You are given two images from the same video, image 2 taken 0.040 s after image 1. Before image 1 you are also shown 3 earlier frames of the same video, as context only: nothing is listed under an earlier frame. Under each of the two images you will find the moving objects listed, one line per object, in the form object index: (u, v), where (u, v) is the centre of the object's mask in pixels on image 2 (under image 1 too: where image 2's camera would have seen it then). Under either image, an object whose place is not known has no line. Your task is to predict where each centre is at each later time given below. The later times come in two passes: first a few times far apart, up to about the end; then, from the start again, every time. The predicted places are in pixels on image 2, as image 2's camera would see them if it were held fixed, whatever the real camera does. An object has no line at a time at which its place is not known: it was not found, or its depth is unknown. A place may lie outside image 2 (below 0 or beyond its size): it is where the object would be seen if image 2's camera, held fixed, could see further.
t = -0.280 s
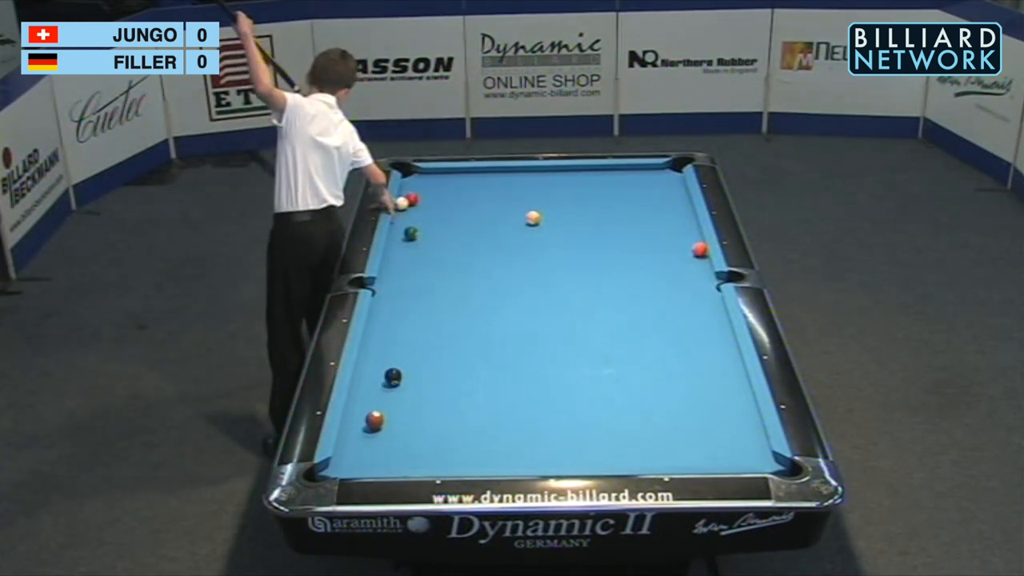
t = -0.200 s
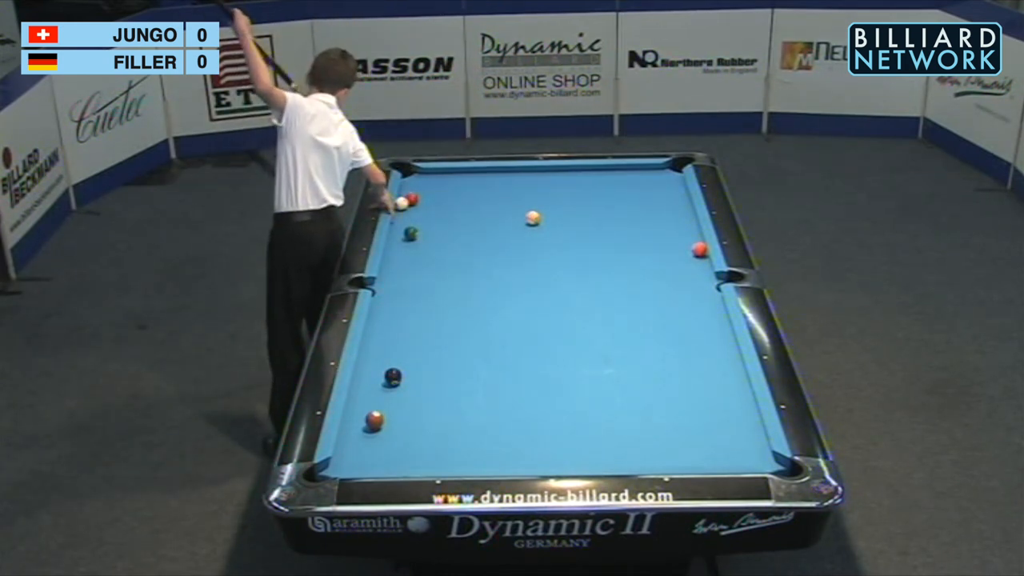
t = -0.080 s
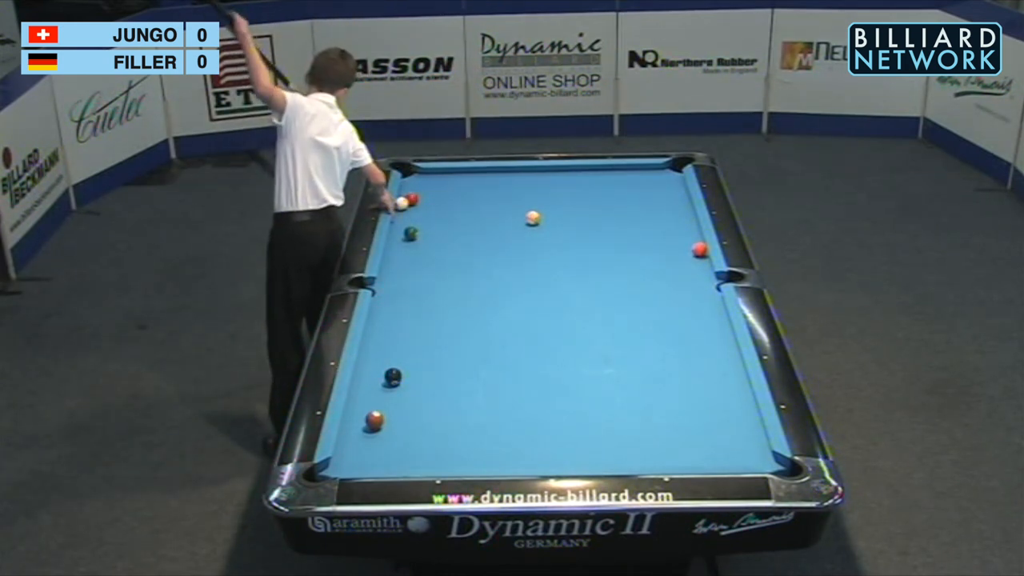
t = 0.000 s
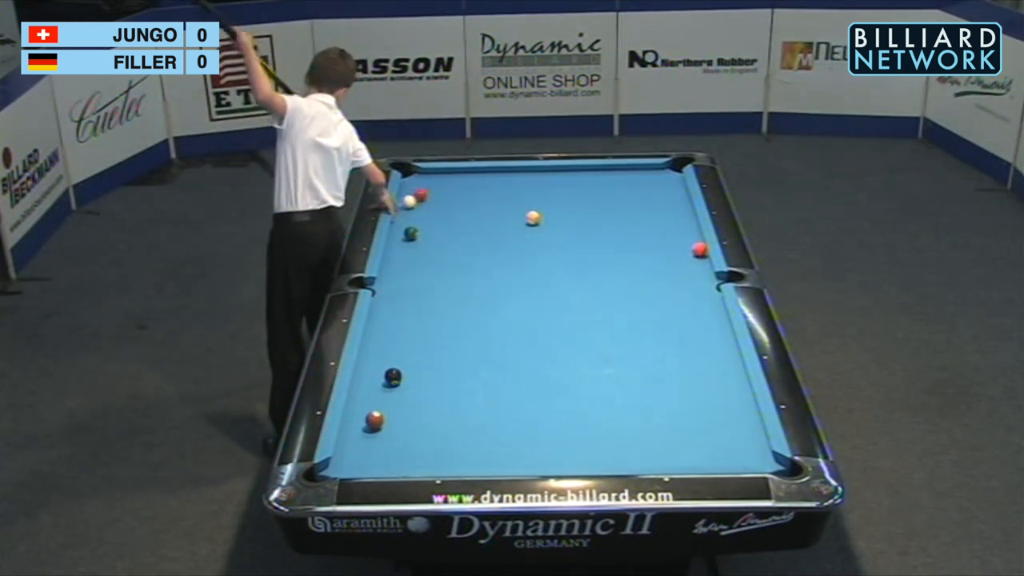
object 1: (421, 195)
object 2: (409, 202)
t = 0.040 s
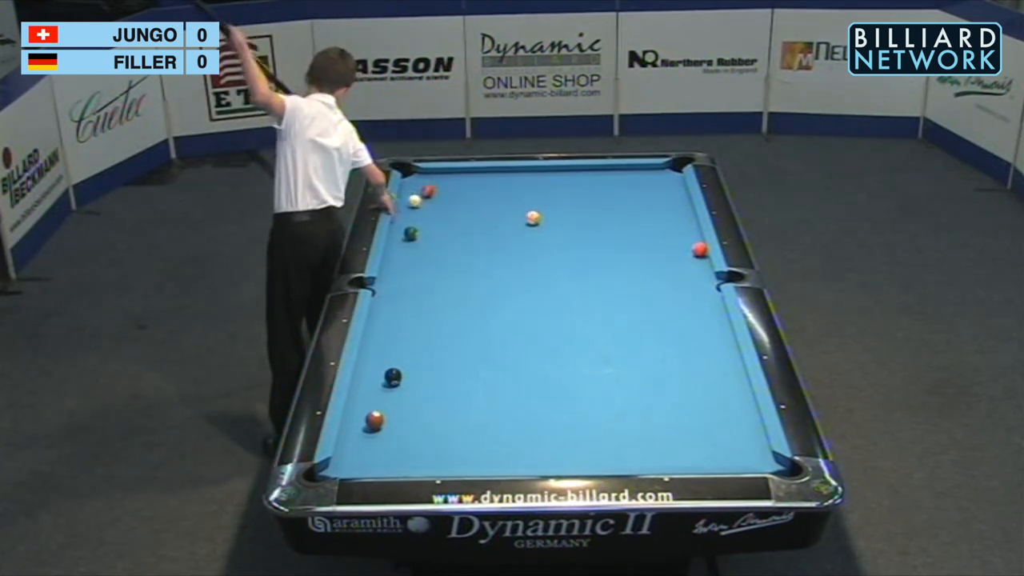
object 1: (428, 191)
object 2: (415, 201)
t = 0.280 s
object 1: (463, 174)
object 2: (430, 199)
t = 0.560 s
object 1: (488, 178)
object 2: (439, 200)
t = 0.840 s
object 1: (511, 187)
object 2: (446, 201)
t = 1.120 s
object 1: (533, 195)
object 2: (453, 201)
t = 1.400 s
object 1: (555, 204)
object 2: (457, 202)
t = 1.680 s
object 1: (577, 213)
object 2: (461, 202)
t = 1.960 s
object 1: (599, 222)
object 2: (462, 202)
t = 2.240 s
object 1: (620, 230)
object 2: (463, 202)
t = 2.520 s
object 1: (639, 237)
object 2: (463, 202)
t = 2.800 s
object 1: (659, 245)
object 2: (463, 202)
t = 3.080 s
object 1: (677, 252)
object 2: (463, 202)
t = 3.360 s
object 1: (695, 259)
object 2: (462, 202)
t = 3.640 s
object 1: (701, 264)
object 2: (462, 202)
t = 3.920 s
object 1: (695, 269)
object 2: (462, 202)
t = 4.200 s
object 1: (690, 273)
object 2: (463, 202)
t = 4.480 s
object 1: (685, 277)
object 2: (462, 202)
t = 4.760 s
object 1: (681, 280)
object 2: (462, 202)
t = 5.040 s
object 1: (678, 281)
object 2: (462, 202)
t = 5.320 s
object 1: (676, 283)
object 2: (462, 202)
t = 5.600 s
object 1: (674, 284)
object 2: (462, 202)
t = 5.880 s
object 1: (673, 285)
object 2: (462, 202)
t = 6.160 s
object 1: (673, 285)
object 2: (462, 202)
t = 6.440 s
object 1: (673, 285)
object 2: (463, 202)
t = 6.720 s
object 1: (673, 286)
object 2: (463, 202)
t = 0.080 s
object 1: (434, 188)
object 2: (418, 200)
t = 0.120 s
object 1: (440, 185)
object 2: (422, 199)
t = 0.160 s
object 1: (446, 183)
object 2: (425, 199)
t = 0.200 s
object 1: (452, 179)
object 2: (427, 199)
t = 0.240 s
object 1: (458, 177)
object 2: (428, 199)
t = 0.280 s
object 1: (463, 174)
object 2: (430, 199)
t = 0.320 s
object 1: (468, 172)
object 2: (431, 199)
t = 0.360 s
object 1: (472, 171)
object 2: (432, 199)
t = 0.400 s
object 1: (475, 173)
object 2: (433, 200)
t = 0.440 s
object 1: (478, 174)
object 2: (435, 200)
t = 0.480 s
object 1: (482, 175)
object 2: (436, 200)
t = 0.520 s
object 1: (485, 177)
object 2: (438, 200)
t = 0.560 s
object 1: (488, 178)
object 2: (439, 200)
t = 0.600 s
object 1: (492, 179)
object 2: (440, 200)
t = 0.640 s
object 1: (495, 181)
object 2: (441, 200)
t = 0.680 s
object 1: (498, 182)
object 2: (442, 200)
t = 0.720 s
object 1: (501, 184)
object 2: (443, 200)
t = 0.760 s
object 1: (504, 185)
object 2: (444, 201)
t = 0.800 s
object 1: (507, 186)
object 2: (446, 200)
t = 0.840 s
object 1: (511, 187)
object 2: (446, 201)
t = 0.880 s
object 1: (514, 189)
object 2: (447, 201)
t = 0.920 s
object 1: (517, 190)
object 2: (448, 201)
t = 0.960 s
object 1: (521, 191)
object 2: (449, 201)
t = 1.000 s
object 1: (524, 192)
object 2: (450, 201)
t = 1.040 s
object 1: (527, 193)
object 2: (451, 201)
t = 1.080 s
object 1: (530, 194)
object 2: (452, 201)
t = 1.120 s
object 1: (533, 195)
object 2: (453, 201)
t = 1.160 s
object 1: (536, 197)
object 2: (454, 201)
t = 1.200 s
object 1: (539, 198)
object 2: (454, 201)
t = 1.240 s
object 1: (543, 199)
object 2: (455, 201)
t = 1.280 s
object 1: (546, 201)
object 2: (456, 201)
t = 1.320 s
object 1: (549, 202)
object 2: (456, 201)
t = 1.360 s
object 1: (552, 203)
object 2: (457, 201)
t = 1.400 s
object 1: (555, 204)
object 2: (457, 202)
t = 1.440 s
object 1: (558, 206)
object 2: (458, 202)
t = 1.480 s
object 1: (561, 207)
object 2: (458, 201)
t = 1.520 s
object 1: (565, 208)
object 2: (459, 202)
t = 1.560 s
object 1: (568, 210)
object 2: (460, 202)
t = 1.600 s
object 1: (571, 211)
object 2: (460, 202)
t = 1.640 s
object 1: (574, 212)
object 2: (460, 202)
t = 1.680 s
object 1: (577, 213)
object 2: (461, 202)
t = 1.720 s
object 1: (580, 214)
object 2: (461, 202)
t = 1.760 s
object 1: (583, 215)
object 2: (461, 202)
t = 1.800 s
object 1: (586, 217)
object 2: (461, 202)
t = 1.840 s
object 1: (589, 218)
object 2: (462, 202)
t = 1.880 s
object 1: (593, 219)
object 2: (462, 202)
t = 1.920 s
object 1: (596, 220)
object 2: (462, 202)
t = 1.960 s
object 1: (599, 222)
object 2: (462, 202)
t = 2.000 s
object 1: (601, 223)
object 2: (462, 202)
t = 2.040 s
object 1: (604, 224)
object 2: (463, 202)
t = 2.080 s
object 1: (608, 225)
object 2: (463, 202)
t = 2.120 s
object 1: (610, 226)
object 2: (463, 202)
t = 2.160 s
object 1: (613, 227)
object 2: (463, 202)
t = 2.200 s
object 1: (616, 228)
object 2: (463, 202)
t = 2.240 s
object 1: (620, 230)
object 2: (463, 202)
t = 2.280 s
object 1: (622, 231)
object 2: (463, 202)
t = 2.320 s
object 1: (625, 232)
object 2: (463, 202)
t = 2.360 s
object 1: (627, 233)
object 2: (463, 202)
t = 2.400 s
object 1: (631, 234)
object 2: (463, 202)
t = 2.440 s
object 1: (634, 235)
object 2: (463, 202)
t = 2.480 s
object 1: (636, 236)
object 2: (463, 202)
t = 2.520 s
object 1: (639, 237)
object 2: (463, 202)
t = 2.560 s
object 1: (642, 239)
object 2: (463, 202)
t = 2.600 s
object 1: (646, 240)
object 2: (463, 202)
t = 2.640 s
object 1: (648, 241)
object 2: (463, 202)
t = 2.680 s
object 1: (651, 242)
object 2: (462, 202)
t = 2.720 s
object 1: (654, 243)
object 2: (462, 202)
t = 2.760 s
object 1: (656, 244)
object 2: (463, 202)
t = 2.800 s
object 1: (659, 245)
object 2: (463, 202)
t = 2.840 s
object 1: (662, 246)
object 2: (463, 202)
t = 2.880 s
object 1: (665, 248)
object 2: (463, 202)
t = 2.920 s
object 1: (667, 248)
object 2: (463, 202)
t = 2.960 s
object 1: (670, 249)
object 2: (463, 202)
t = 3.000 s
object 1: (673, 250)
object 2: (463, 202)
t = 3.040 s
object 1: (675, 251)
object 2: (463, 202)
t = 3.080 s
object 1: (677, 252)
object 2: (463, 202)
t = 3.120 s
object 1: (680, 253)
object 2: (463, 202)
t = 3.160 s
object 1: (683, 255)
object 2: (462, 202)
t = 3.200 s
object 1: (685, 256)
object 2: (463, 202)
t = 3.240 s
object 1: (688, 257)
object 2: (462, 202)
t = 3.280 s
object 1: (690, 258)
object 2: (463, 202)
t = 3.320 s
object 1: (693, 258)
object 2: (462, 202)
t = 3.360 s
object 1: (695, 259)
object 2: (462, 202)
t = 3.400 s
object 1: (698, 260)
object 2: (462, 202)
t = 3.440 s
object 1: (701, 261)
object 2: (462, 202)
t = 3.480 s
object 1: (703, 262)
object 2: (462, 202)
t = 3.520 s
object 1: (704, 262)
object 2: (462, 202)
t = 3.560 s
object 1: (703, 263)
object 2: (462, 202)
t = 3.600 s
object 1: (702, 263)
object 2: (462, 202)
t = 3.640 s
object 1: (701, 264)
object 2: (462, 202)
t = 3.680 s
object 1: (700, 265)
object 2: (462, 202)
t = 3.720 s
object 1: (699, 266)
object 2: (462, 202)
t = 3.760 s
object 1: (699, 266)
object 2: (462, 202)
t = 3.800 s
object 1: (698, 267)
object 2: (462, 202)
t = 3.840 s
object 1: (697, 267)
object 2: (462, 202)
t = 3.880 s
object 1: (696, 268)
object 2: (462, 202)
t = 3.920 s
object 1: (695, 269)
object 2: (462, 202)
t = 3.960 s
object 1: (694, 270)
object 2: (462, 202)
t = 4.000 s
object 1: (693, 271)
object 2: (462, 202)
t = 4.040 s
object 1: (692, 271)
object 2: (462, 202)
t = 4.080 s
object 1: (692, 272)
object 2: (462, 202)
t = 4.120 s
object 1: (691, 272)
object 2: (462, 202)
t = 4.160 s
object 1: (690, 273)
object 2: (462, 202)
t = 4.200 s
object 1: (690, 273)
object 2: (463, 202)
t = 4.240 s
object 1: (689, 274)
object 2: (463, 202)
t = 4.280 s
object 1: (689, 274)
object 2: (462, 202)
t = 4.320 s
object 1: (688, 275)
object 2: (462, 202)
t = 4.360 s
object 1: (687, 276)
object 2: (462, 202)
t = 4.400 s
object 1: (686, 276)
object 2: (462, 202)
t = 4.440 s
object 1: (686, 276)
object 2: (462, 202)
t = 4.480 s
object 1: (685, 277)
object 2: (462, 202)
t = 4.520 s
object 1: (684, 277)
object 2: (462, 202)
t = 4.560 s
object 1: (684, 278)
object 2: (462, 202)
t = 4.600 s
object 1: (683, 278)
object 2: (462, 202)
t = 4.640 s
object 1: (683, 279)
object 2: (462, 202)
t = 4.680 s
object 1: (682, 279)
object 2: (462, 202)
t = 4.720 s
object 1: (681, 279)
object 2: (462, 202)
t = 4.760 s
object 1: (681, 280)
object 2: (462, 202)
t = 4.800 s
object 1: (680, 280)
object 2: (462, 202)
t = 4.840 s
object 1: (680, 280)
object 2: (462, 202)
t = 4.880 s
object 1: (680, 281)
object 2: (462, 202)
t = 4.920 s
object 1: (679, 281)
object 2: (462, 202)
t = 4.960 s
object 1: (679, 281)
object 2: (462, 202)
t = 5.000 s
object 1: (678, 282)
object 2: (462, 202)
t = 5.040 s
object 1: (678, 281)
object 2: (462, 202)
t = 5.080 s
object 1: (678, 282)
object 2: (462, 202)
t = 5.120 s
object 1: (677, 282)
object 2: (462, 202)
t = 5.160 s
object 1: (677, 283)
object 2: (462, 202)
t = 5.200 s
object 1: (676, 283)
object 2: (462, 202)
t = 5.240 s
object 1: (676, 283)
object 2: (462, 202)
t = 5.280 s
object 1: (675, 283)
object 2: (462, 202)
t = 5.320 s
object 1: (676, 283)
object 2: (462, 202)
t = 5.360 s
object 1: (675, 284)
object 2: (462, 202)
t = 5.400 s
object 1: (675, 284)
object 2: (462, 202)
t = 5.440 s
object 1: (674, 284)
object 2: (462, 202)
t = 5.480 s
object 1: (674, 284)
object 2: (462, 202)
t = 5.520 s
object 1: (674, 284)
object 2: (462, 202)
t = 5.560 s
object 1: (674, 284)
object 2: (462, 202)
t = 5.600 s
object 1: (674, 284)
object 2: (462, 202)
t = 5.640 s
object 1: (673, 285)
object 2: (462, 202)
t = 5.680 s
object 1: (673, 285)
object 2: (462, 202)
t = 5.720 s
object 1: (673, 285)
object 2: (462, 202)
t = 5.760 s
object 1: (673, 285)
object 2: (462, 202)
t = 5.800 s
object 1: (673, 285)
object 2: (462, 202)
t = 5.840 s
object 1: (673, 285)
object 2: (462, 202)
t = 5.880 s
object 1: (673, 285)
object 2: (462, 202)
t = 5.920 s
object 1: (673, 285)
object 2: (462, 202)
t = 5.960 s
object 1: (673, 285)
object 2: (462, 202)
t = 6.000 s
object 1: (673, 285)
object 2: (462, 202)
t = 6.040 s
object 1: (673, 285)
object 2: (462, 202)
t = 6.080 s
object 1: (673, 285)
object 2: (462, 202)
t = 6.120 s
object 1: (673, 285)
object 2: (462, 202)
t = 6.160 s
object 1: (673, 285)
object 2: (462, 202)
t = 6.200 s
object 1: (673, 285)
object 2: (462, 202)
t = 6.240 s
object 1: (673, 286)
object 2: (462, 202)
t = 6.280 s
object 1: (673, 286)
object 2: (463, 202)
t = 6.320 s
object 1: (673, 285)
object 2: (463, 202)
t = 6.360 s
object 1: (673, 285)
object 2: (463, 202)
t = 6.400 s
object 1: (673, 285)
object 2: (463, 202)
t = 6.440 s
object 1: (673, 285)
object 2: (463, 202)
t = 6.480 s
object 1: (673, 285)
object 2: (463, 202)
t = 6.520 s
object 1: (673, 285)
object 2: (463, 202)
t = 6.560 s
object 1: (673, 285)
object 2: (463, 202)
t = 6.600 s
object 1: (673, 285)
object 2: (463, 202)
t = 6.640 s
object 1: (673, 285)
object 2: (463, 202)
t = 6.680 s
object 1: (673, 285)
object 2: (463, 202)
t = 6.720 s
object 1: (673, 286)
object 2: (463, 202)
